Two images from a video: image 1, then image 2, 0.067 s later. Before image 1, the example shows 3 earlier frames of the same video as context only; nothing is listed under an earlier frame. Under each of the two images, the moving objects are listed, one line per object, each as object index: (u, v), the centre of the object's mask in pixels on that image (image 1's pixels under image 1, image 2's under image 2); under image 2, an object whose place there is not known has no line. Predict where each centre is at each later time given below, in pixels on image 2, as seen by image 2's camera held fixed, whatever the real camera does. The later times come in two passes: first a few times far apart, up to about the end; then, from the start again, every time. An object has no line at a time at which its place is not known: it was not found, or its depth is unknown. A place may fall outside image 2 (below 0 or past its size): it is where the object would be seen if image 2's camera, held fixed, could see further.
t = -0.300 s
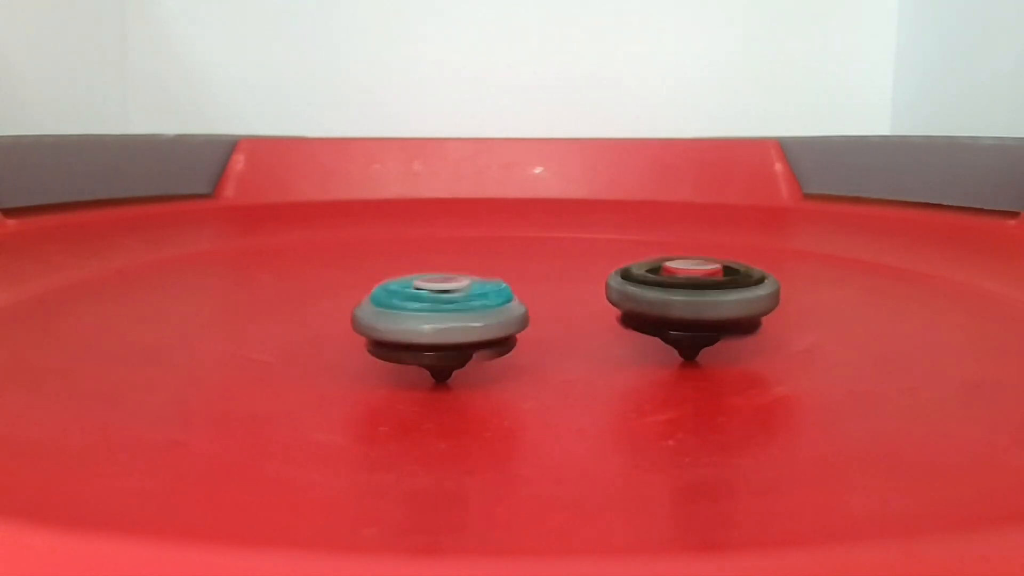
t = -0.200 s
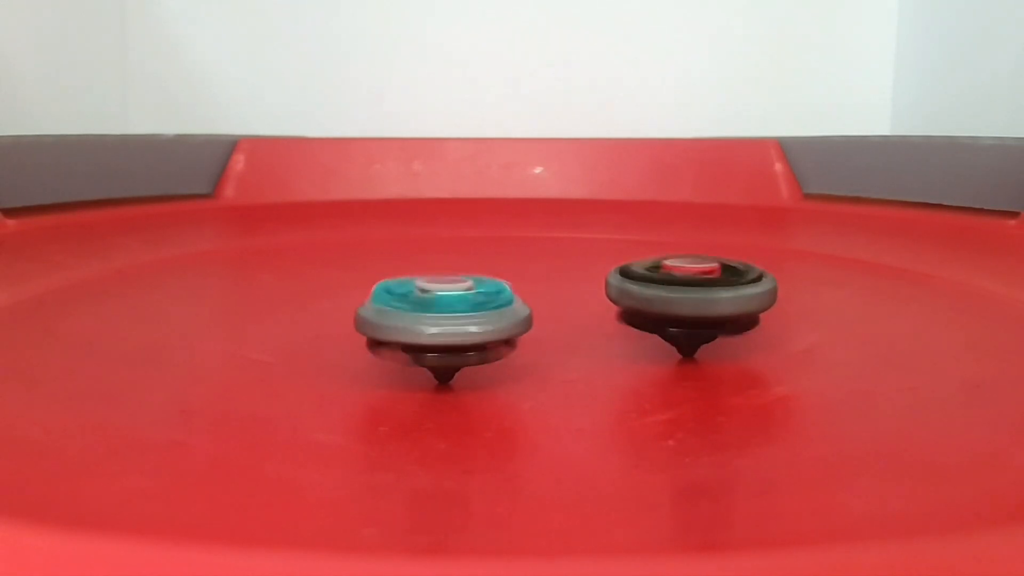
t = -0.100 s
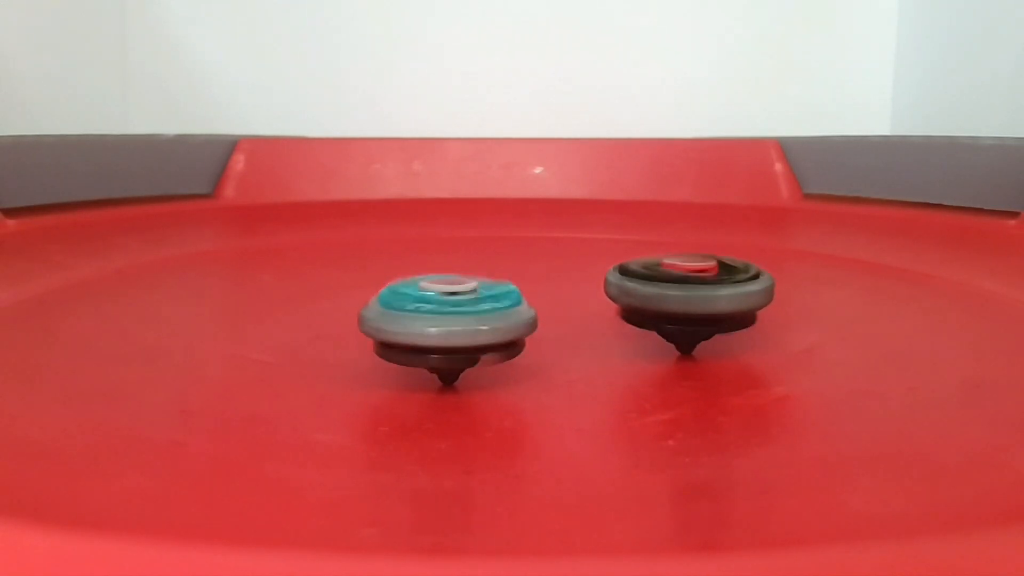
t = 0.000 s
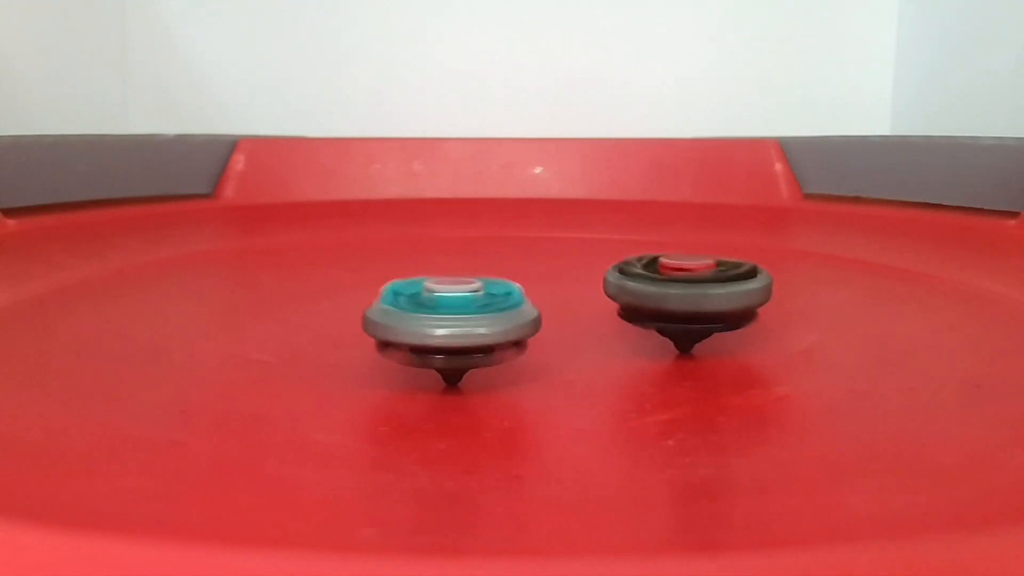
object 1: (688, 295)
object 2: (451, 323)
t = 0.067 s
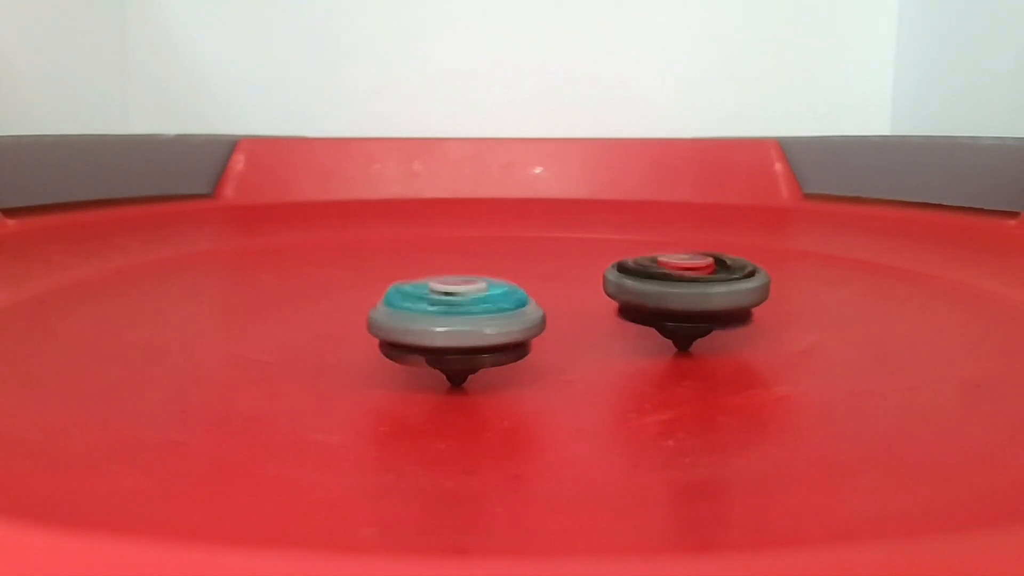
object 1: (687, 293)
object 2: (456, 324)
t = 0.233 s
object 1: (682, 291)
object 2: (467, 325)
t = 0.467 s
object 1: (671, 288)
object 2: (482, 325)
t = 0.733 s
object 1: (655, 284)
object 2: (500, 325)
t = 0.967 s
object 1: (642, 282)
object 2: (511, 323)
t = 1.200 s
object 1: (633, 279)
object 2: (522, 320)
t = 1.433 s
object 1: (619, 273)
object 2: (532, 319)
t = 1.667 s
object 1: (607, 267)
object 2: (533, 318)
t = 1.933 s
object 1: (594, 260)
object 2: (529, 319)
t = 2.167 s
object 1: (579, 256)
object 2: (533, 317)
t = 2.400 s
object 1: (566, 252)
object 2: (537, 315)
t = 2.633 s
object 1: (552, 250)
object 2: (538, 314)
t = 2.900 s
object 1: (535, 248)
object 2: (536, 310)
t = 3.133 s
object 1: (520, 248)
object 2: (532, 308)
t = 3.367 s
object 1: (505, 249)
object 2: (526, 307)
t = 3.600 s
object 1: (492, 251)
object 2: (518, 305)
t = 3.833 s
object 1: (489, 241)
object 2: (510, 321)
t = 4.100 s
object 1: (482, 218)
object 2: (491, 351)
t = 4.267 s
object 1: (472, 213)
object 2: (490, 359)
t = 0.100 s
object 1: (685, 293)
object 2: (458, 325)
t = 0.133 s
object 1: (686, 293)
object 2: (461, 325)
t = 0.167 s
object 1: (685, 292)
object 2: (464, 325)
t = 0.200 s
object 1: (682, 291)
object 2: (466, 325)
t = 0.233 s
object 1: (682, 291)
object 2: (467, 325)
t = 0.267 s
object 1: (680, 290)
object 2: (468, 325)
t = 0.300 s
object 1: (677, 290)
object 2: (472, 326)
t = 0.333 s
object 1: (677, 290)
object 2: (473, 326)
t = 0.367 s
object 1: (676, 289)
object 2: (475, 325)
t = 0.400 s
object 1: (675, 289)
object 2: (477, 325)
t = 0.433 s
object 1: (672, 288)
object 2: (478, 325)
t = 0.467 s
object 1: (671, 288)
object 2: (482, 325)
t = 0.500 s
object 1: (669, 287)
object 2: (483, 326)
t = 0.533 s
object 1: (667, 287)
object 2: (485, 326)
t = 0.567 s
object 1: (665, 286)
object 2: (490, 325)
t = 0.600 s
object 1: (663, 286)
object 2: (491, 325)
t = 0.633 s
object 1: (661, 285)
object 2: (493, 325)
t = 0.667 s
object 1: (660, 285)
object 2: (495, 325)
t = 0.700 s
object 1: (656, 285)
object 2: (498, 325)
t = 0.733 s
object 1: (655, 284)
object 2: (500, 325)
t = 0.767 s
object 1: (653, 284)
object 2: (501, 325)
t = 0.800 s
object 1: (652, 284)
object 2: (502, 324)
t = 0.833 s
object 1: (650, 284)
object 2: (503, 324)
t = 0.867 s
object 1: (647, 283)
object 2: (507, 324)
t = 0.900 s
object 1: (646, 283)
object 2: (507, 324)
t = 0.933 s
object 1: (644, 283)
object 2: (509, 324)
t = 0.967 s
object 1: (642, 282)
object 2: (511, 323)
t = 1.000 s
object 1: (642, 282)
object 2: (513, 323)
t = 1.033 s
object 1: (640, 281)
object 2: (515, 322)
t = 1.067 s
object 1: (639, 281)
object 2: (516, 322)
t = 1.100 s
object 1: (636, 280)
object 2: (519, 323)
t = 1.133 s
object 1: (634, 279)
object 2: (521, 322)
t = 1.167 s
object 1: (634, 279)
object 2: (521, 321)
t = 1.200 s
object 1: (633, 279)
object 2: (522, 320)
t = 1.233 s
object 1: (632, 279)
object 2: (524, 320)
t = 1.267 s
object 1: (628, 277)
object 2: (526, 320)
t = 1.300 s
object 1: (628, 276)
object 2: (527, 320)
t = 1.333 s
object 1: (625, 276)
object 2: (528, 321)
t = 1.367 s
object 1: (622, 274)
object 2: (529, 318)
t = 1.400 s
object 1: (622, 273)
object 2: (530, 318)
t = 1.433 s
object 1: (619, 273)
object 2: (532, 319)
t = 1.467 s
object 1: (618, 272)
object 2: (533, 318)
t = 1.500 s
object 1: (615, 270)
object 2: (535, 318)
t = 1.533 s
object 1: (612, 270)
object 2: (535, 318)
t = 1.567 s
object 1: (611, 269)
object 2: (536, 316)
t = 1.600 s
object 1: (608, 269)
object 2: (537, 317)
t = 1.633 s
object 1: (608, 268)
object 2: (535, 318)
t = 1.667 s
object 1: (607, 267)
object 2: (533, 318)
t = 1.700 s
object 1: (605, 266)
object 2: (531, 319)
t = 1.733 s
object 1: (604, 265)
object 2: (529, 320)
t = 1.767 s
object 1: (602, 264)
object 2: (528, 320)
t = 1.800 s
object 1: (599, 263)
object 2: (527, 320)
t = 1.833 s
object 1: (599, 263)
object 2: (527, 319)
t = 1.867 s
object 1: (597, 262)
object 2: (528, 319)
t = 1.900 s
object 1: (594, 261)
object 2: (527, 320)
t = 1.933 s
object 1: (594, 260)
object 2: (529, 319)
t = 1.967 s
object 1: (591, 260)
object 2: (529, 319)
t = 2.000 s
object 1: (590, 260)
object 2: (529, 319)
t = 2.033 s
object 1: (588, 259)
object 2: (530, 318)
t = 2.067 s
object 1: (586, 258)
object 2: (531, 318)
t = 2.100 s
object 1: (585, 258)
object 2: (532, 318)
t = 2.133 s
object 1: (583, 257)
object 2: (533, 318)
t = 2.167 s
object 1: (579, 256)
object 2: (533, 317)
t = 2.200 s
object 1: (578, 256)
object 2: (534, 317)
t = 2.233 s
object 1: (577, 255)
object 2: (535, 317)
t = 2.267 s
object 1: (576, 255)
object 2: (535, 317)
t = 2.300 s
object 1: (573, 254)
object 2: (537, 317)
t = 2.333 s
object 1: (570, 253)
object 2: (537, 316)
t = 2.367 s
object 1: (569, 253)
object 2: (537, 316)
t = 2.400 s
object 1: (566, 252)
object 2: (537, 315)
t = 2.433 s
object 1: (565, 252)
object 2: (538, 315)
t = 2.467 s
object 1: (563, 252)
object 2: (537, 316)
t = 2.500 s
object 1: (560, 251)
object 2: (538, 315)
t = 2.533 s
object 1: (559, 251)
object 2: (539, 315)
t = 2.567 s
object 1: (555, 250)
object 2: (538, 313)
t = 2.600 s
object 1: (553, 250)
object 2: (539, 313)
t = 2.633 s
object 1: (552, 250)
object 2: (538, 314)
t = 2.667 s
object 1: (551, 250)
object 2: (538, 314)
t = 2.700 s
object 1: (546, 249)
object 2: (539, 312)
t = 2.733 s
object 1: (545, 249)
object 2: (538, 311)
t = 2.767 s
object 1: (543, 249)
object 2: (538, 310)
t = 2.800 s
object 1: (541, 249)
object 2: (538, 311)
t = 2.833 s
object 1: (540, 248)
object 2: (537, 312)
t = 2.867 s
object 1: (537, 248)
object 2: (537, 311)
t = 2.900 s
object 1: (535, 248)
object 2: (536, 310)
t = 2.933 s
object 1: (533, 248)
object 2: (535, 310)
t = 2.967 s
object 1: (530, 248)
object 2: (535, 310)
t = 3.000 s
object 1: (528, 249)
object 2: (534, 310)
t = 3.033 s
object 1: (527, 248)
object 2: (533, 310)
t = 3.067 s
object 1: (525, 248)
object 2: (534, 309)
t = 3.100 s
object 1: (522, 248)
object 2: (533, 308)
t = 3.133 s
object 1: (520, 248)
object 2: (532, 308)
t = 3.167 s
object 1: (518, 248)
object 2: (532, 308)
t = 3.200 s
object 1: (517, 248)
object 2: (531, 308)
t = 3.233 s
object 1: (515, 249)
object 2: (530, 308)
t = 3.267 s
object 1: (512, 249)
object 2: (529, 307)
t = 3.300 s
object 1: (511, 248)
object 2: (528, 306)
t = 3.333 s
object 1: (508, 249)
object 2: (527, 306)
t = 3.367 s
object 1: (505, 249)
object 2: (526, 307)
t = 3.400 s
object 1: (504, 249)
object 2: (525, 307)
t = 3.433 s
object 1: (502, 250)
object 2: (525, 306)
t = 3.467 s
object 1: (501, 250)
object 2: (524, 305)
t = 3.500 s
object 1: (498, 250)
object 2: (521, 305)
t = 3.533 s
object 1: (495, 251)
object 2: (521, 305)
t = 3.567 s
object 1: (494, 250)
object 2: (519, 305)
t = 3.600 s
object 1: (492, 251)
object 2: (518, 305)
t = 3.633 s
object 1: (492, 251)
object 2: (517, 304)
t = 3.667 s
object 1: (489, 251)
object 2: (514, 303)
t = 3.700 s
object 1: (488, 251)
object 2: (513, 304)
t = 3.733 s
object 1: (488, 248)
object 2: (512, 308)
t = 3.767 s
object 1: (488, 246)
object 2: (510, 316)
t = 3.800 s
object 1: (489, 245)
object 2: (509, 321)
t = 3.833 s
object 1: (489, 241)
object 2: (510, 321)
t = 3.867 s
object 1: (488, 239)
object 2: (508, 326)
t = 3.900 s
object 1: (487, 234)
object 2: (505, 335)
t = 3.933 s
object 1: (487, 231)
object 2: (502, 337)
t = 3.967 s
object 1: (487, 228)
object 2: (500, 340)
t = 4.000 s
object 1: (485, 226)
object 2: (498, 343)
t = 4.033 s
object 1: (485, 223)
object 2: (498, 346)
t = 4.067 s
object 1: (484, 220)
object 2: (493, 349)
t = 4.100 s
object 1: (482, 218)
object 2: (491, 351)
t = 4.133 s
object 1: (481, 217)
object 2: (491, 353)
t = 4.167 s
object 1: (478, 215)
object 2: (490, 356)
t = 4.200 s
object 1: (476, 214)
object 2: (490, 358)
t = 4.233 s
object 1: (474, 213)
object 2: (490, 359)
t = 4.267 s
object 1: (472, 213)
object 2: (490, 359)
